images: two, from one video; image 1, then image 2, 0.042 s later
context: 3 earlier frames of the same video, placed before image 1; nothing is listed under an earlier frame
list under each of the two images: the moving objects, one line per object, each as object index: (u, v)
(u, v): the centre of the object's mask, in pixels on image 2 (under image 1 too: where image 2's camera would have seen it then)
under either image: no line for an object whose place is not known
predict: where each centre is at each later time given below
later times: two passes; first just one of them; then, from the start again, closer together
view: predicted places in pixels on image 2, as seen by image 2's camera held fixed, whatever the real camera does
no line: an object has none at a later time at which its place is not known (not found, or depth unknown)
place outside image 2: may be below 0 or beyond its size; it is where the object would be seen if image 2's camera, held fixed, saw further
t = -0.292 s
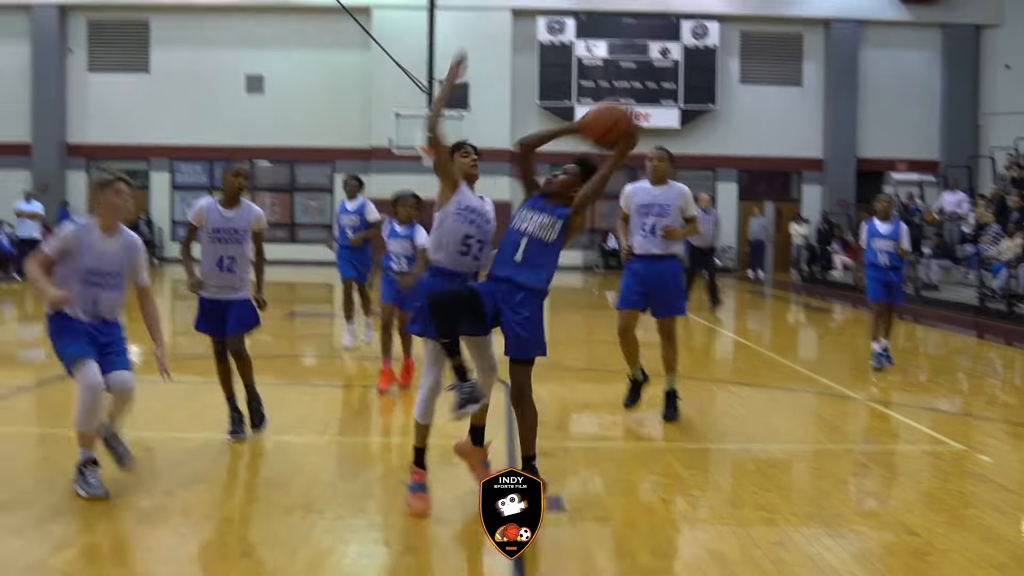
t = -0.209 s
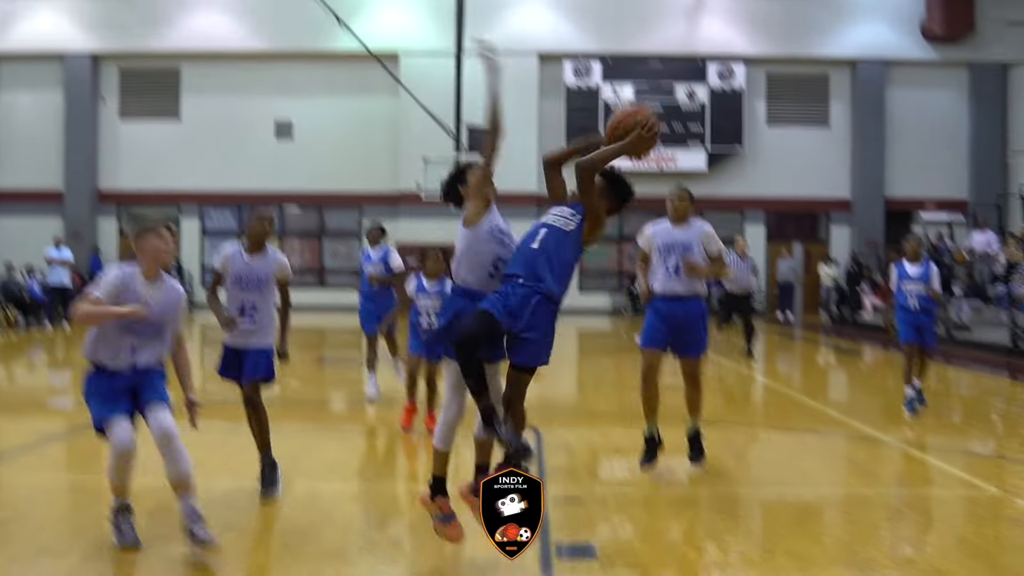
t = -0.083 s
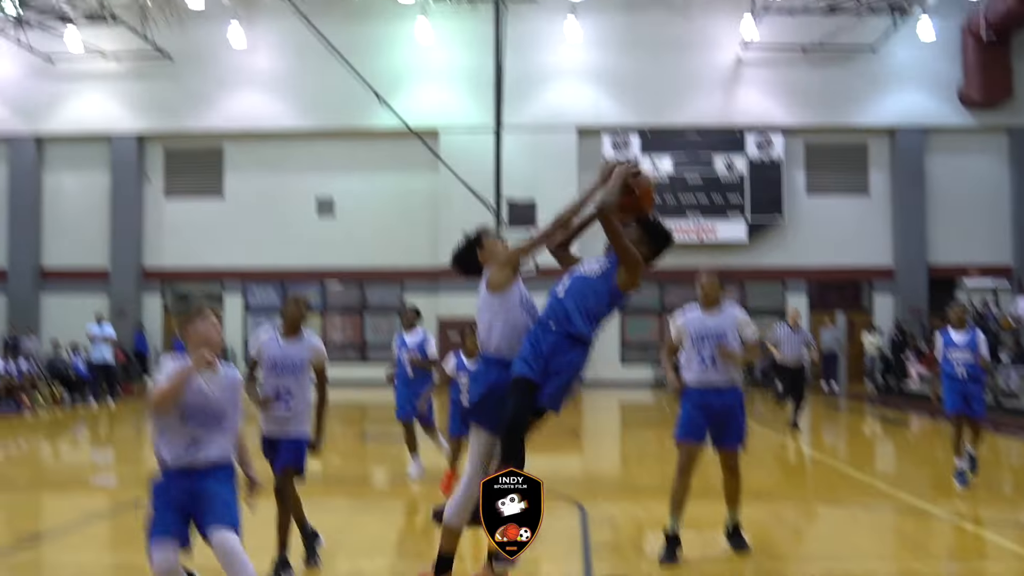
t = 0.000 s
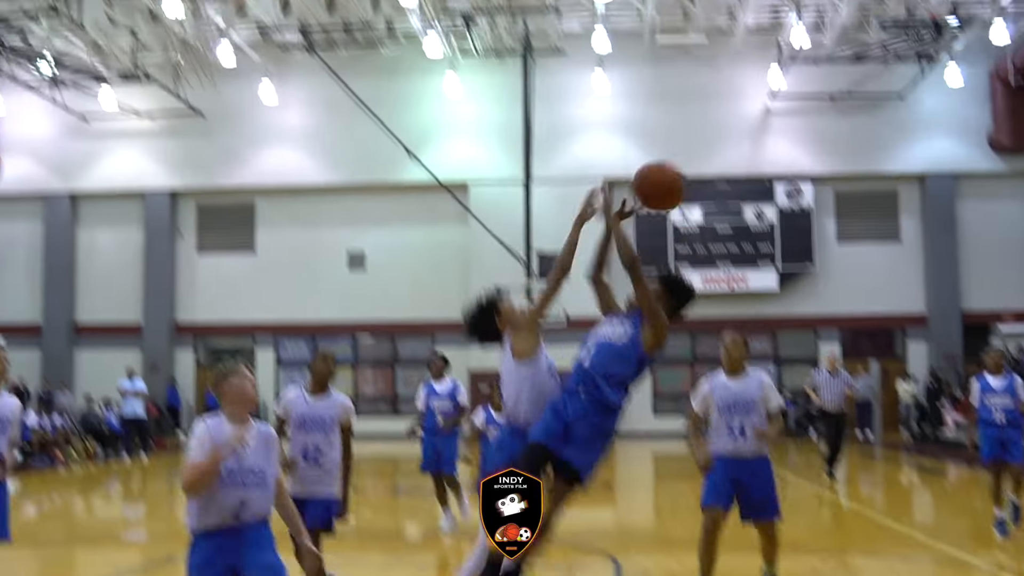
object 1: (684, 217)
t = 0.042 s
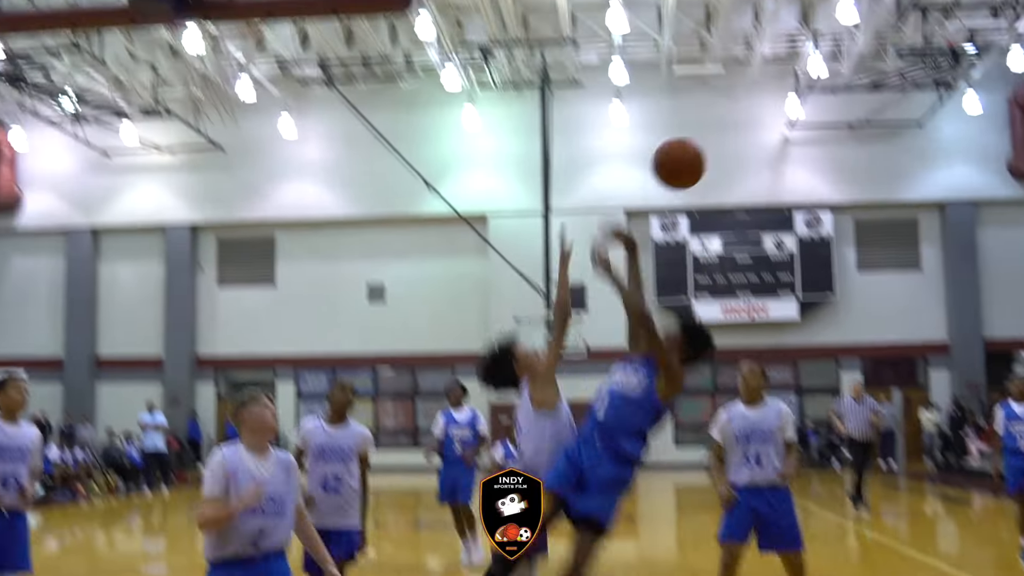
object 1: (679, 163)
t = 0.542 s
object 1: (708, -76)
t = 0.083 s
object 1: (677, 131)
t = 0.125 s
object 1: (678, 84)
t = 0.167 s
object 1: (681, 56)
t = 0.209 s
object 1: (687, 17)
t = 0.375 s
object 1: (703, -63)
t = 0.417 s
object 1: (705, -70)
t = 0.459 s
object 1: (706, -75)
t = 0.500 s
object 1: (707, -77)
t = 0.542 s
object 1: (708, -76)
